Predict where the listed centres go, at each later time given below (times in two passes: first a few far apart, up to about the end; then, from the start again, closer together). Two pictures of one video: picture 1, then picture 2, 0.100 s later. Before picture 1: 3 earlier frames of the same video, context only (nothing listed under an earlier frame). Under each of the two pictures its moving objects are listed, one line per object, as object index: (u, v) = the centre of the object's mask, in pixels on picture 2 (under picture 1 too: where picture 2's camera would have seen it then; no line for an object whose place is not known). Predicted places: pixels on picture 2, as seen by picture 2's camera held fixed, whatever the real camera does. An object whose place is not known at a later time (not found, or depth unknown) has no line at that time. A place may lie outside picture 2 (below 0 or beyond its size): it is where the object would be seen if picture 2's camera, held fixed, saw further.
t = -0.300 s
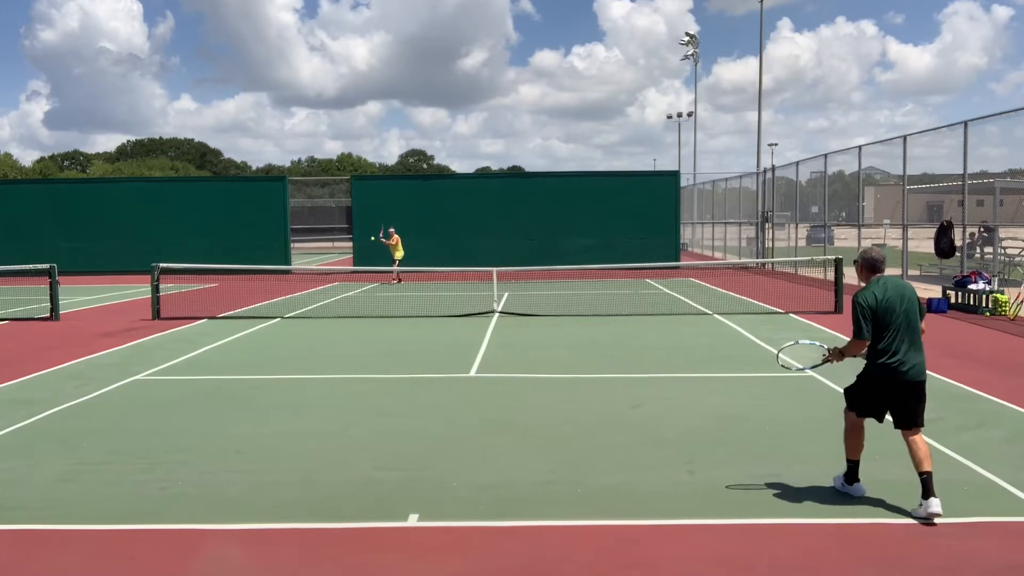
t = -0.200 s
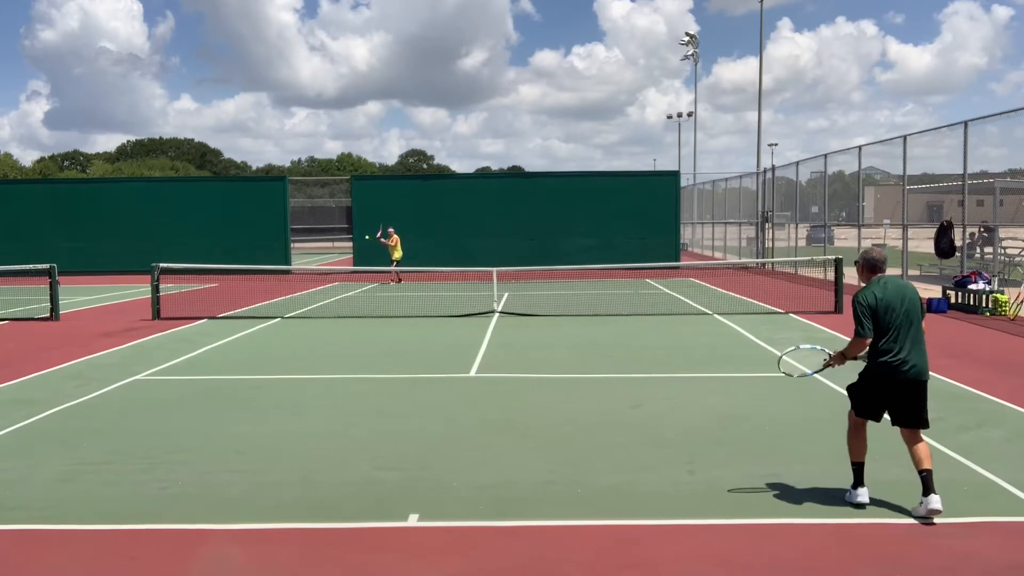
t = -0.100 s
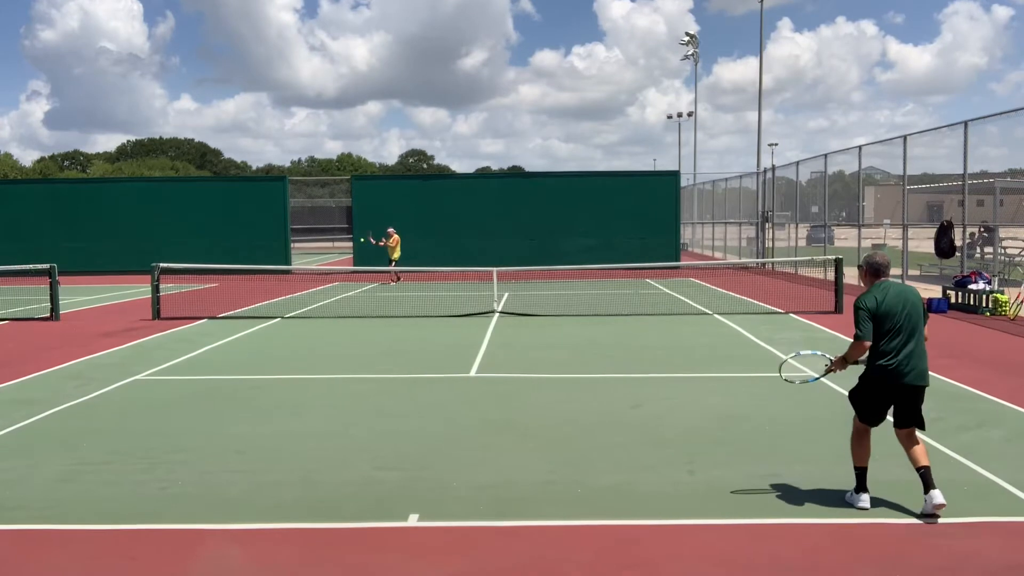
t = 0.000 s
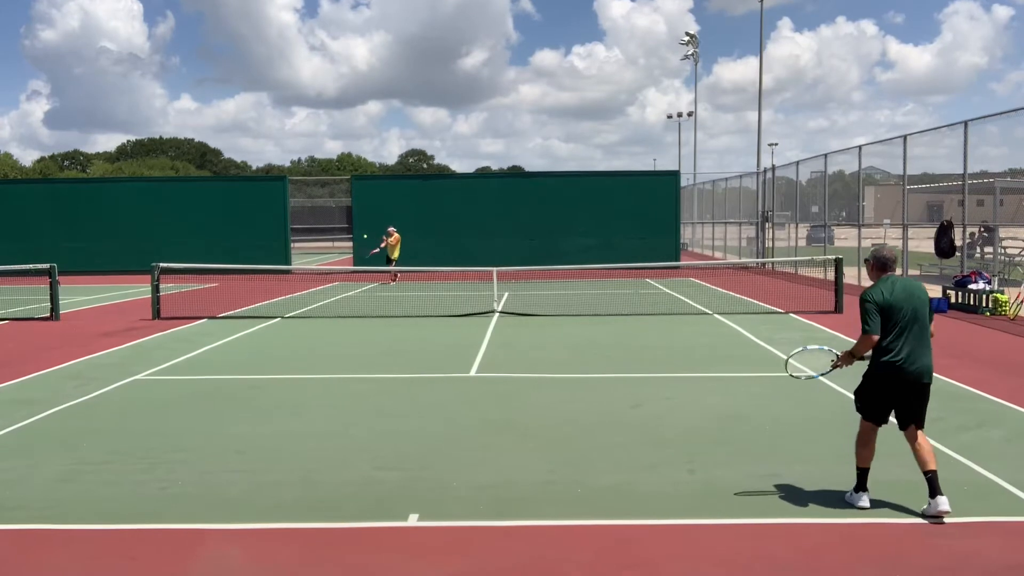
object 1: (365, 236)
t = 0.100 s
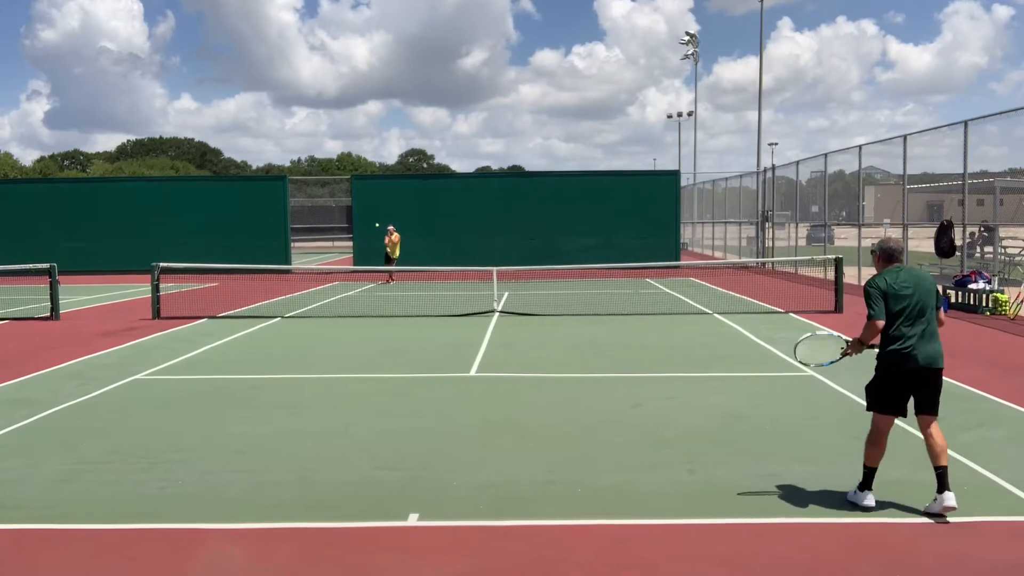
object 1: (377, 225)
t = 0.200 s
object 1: (391, 215)
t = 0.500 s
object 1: (448, 196)
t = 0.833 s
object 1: (557, 211)
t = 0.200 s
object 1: (391, 215)
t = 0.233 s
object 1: (396, 212)
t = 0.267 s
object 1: (401, 210)
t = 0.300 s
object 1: (407, 207)
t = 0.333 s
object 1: (413, 205)
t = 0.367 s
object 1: (419, 202)
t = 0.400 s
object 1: (426, 200)
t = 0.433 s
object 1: (433, 199)
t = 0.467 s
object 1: (440, 197)
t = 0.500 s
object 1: (448, 196)
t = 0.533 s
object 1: (456, 196)
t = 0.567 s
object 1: (465, 196)
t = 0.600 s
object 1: (474, 196)
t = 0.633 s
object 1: (484, 196)
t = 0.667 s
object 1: (494, 197)
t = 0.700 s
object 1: (506, 199)
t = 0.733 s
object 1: (517, 201)
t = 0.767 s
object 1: (530, 204)
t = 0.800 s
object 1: (543, 207)
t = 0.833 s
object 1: (557, 211)
